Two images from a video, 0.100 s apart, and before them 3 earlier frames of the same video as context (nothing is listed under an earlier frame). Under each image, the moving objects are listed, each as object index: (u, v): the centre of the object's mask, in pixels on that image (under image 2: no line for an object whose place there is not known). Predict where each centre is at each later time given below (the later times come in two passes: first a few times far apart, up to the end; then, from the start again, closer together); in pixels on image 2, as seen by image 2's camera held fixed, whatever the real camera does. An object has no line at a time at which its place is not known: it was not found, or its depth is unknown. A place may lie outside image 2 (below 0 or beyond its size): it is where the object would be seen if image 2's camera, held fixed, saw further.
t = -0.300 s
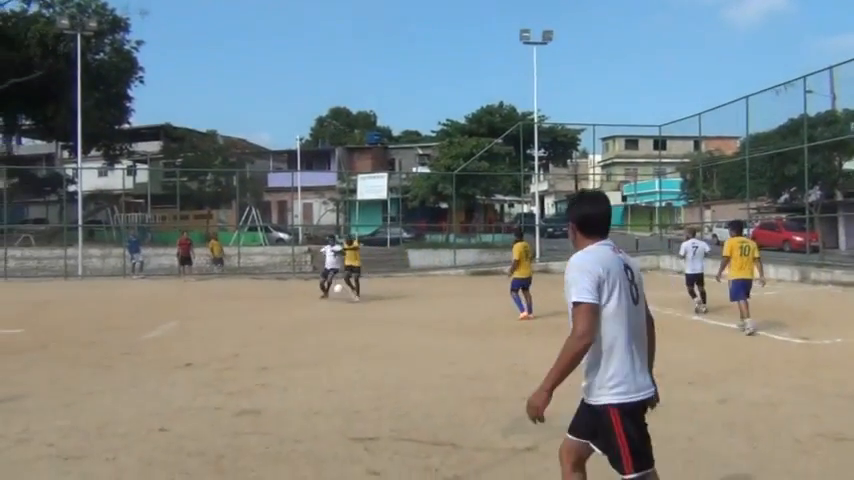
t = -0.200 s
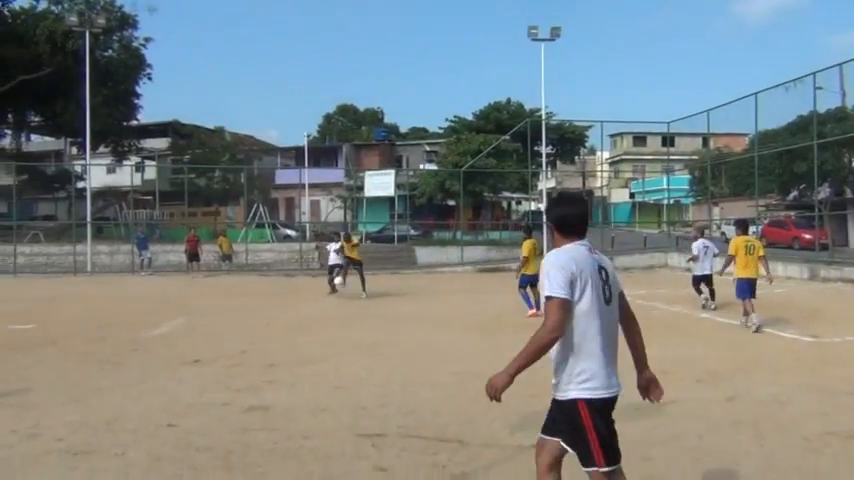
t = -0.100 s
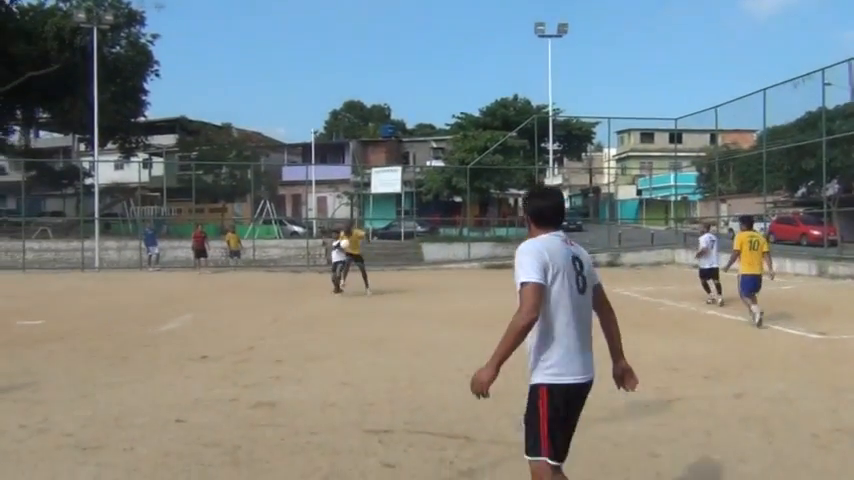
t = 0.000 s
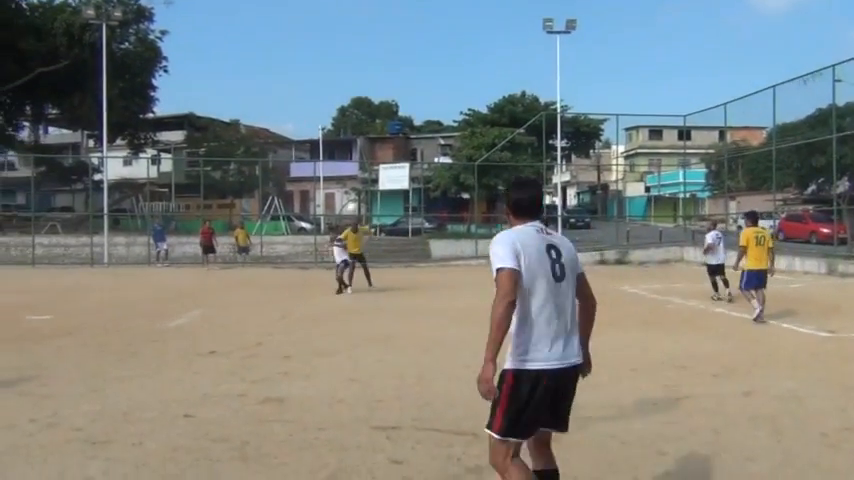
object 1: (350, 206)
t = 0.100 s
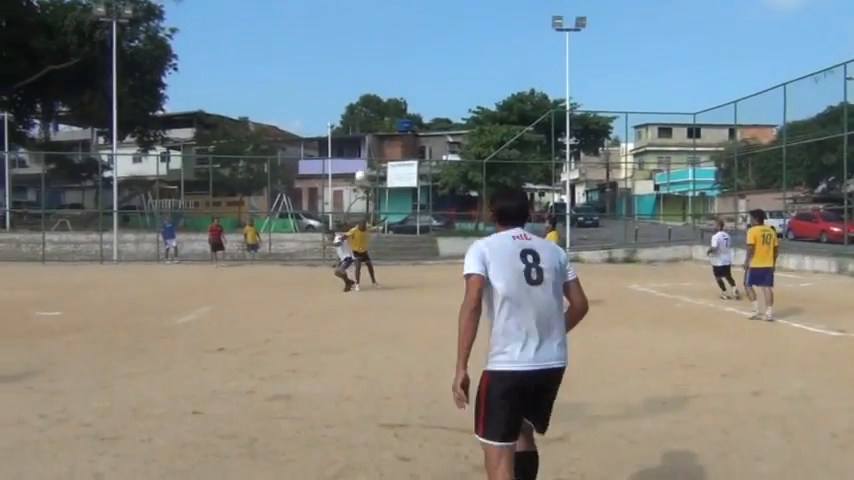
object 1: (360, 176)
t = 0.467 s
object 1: (360, 90)
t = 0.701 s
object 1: (362, 64)
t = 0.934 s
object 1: (364, 66)
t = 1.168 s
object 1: (368, 109)
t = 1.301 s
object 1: (371, 159)
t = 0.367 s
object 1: (360, 110)
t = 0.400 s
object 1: (360, 103)
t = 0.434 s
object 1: (360, 97)
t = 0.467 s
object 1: (360, 90)
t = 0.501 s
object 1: (360, 86)
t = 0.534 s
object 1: (360, 80)
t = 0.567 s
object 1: (361, 76)
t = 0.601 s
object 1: (361, 72)
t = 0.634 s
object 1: (361, 69)
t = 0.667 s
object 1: (362, 66)
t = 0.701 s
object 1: (362, 64)
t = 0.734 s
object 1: (362, 62)
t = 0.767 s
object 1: (362, 61)
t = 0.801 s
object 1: (362, 61)
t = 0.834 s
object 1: (362, 61)
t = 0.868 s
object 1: (363, 62)
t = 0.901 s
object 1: (363, 64)
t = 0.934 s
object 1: (364, 66)
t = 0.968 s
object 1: (364, 69)
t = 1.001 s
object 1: (365, 73)
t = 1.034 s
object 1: (365, 78)
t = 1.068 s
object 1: (365, 84)
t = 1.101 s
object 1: (366, 92)
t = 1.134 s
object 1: (367, 100)
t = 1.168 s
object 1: (368, 109)
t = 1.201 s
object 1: (369, 120)
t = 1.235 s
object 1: (370, 130)
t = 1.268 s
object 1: (370, 144)
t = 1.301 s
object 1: (371, 159)
